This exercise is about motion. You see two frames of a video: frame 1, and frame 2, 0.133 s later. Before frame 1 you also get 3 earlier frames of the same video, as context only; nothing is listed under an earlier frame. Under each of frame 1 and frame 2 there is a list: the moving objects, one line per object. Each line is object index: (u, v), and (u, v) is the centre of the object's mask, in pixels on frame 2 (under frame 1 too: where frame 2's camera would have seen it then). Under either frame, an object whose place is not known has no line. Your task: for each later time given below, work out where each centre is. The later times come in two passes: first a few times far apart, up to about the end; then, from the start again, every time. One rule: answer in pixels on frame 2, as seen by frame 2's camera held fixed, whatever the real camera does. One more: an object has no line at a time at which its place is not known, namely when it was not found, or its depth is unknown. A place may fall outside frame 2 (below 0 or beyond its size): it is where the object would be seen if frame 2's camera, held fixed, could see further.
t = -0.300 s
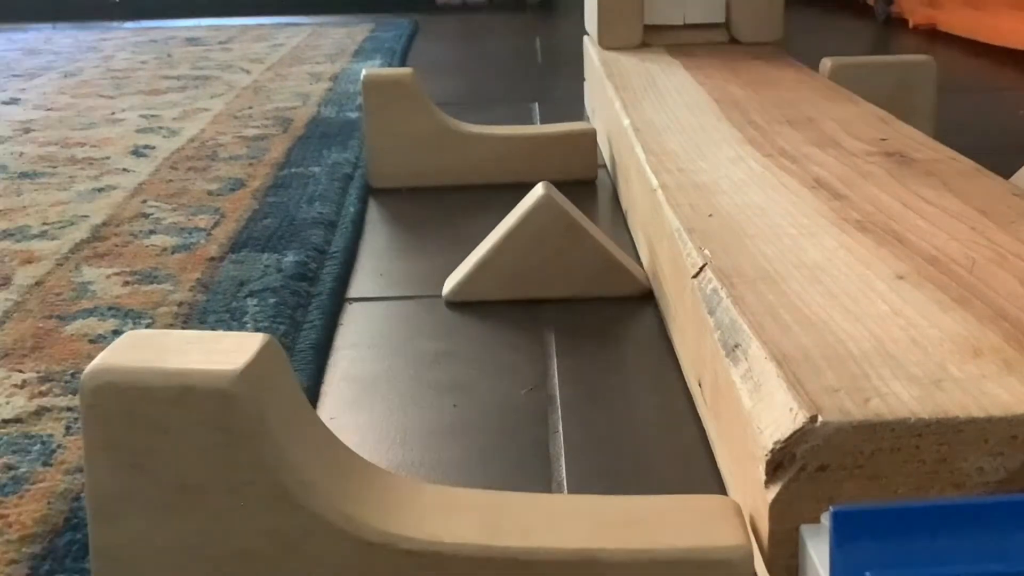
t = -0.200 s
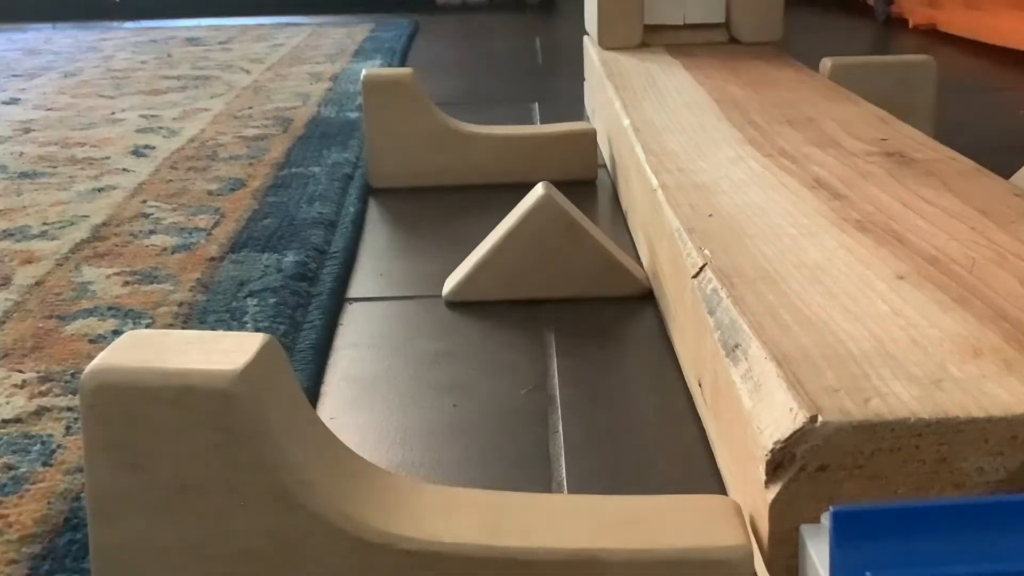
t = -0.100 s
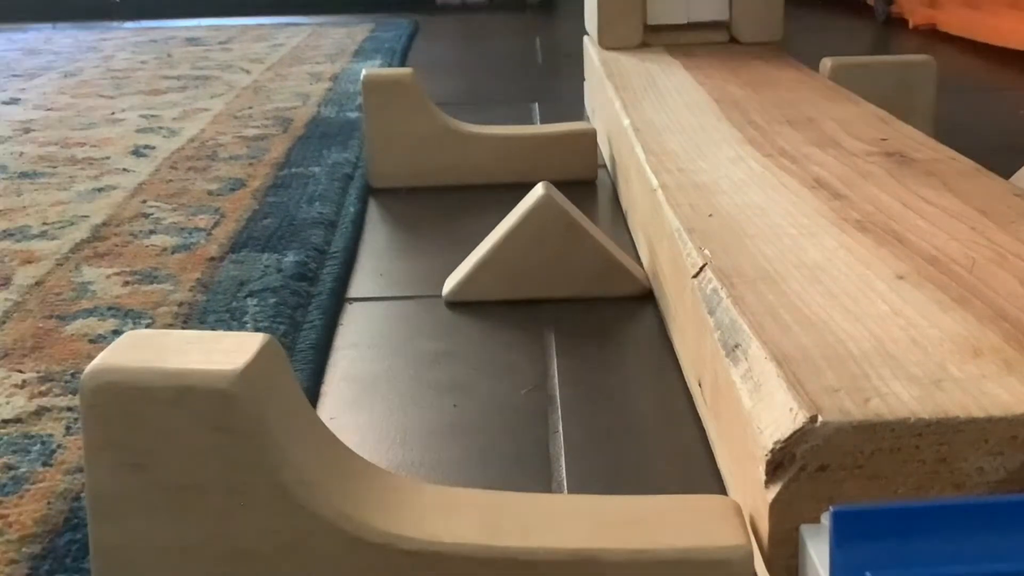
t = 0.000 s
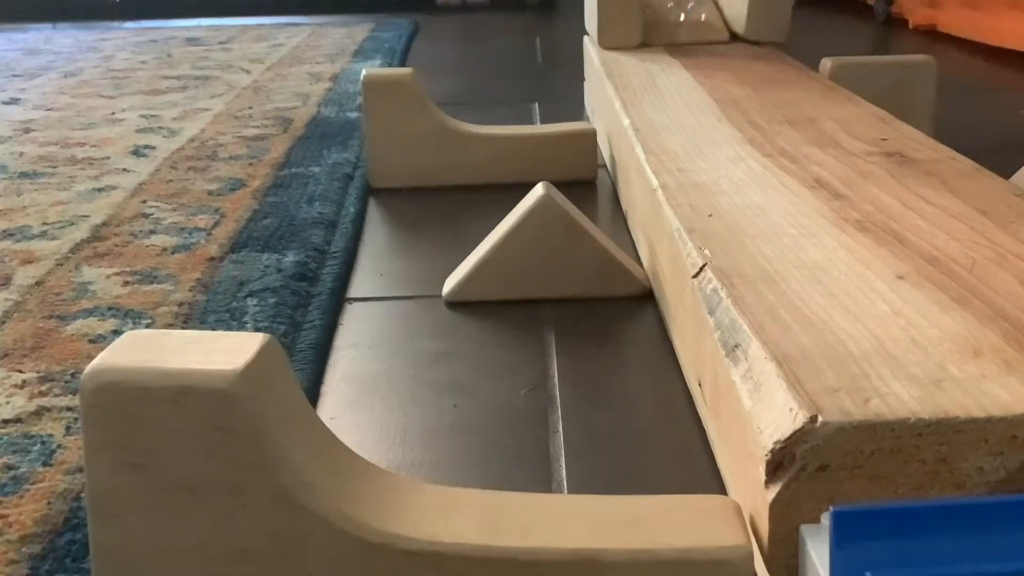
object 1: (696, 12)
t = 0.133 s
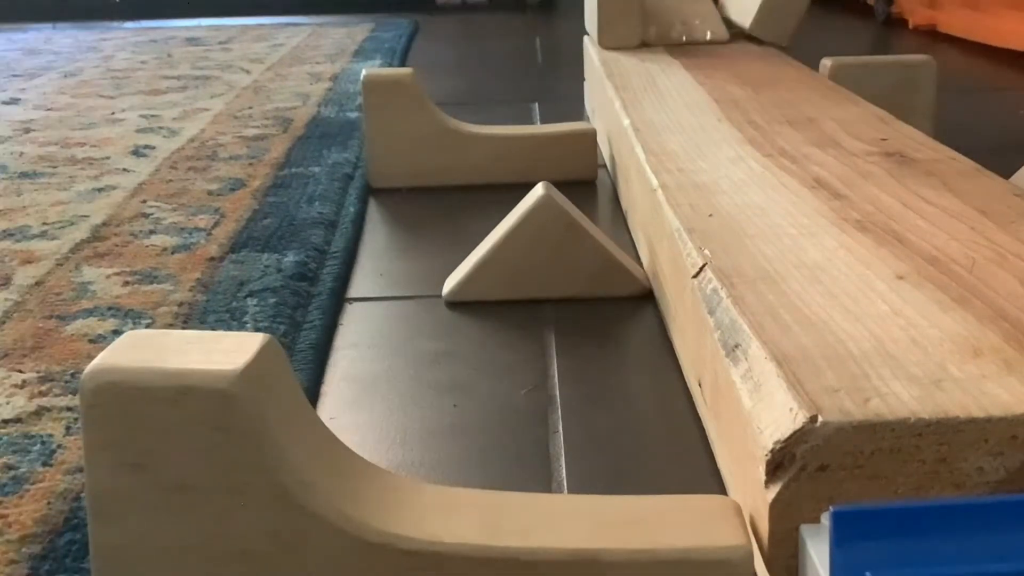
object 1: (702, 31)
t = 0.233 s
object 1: (708, 37)
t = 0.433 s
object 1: (726, 51)
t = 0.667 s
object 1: (750, 66)
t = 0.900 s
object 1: (780, 86)
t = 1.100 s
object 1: (811, 107)
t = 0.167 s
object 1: (702, 34)
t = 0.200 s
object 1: (706, 36)
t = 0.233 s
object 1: (708, 37)
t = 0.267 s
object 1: (711, 40)
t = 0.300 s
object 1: (713, 43)
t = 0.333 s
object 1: (716, 46)
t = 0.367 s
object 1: (720, 47)
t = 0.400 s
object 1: (722, 49)
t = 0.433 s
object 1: (726, 51)
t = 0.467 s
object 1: (729, 53)
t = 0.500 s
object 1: (732, 55)
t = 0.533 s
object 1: (735, 56)
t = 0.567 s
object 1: (739, 59)
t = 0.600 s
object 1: (743, 61)
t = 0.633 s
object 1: (746, 63)
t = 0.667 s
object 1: (750, 66)
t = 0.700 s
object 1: (753, 69)
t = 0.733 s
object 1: (758, 71)
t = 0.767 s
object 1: (762, 74)
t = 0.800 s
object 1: (766, 78)
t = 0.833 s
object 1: (771, 80)
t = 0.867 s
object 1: (775, 83)
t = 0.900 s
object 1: (780, 86)
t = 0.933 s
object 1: (785, 90)
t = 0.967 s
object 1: (790, 93)
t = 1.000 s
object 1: (795, 97)
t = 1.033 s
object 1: (801, 99)
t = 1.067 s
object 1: (806, 103)
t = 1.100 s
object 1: (811, 107)
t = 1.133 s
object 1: (817, 111)
